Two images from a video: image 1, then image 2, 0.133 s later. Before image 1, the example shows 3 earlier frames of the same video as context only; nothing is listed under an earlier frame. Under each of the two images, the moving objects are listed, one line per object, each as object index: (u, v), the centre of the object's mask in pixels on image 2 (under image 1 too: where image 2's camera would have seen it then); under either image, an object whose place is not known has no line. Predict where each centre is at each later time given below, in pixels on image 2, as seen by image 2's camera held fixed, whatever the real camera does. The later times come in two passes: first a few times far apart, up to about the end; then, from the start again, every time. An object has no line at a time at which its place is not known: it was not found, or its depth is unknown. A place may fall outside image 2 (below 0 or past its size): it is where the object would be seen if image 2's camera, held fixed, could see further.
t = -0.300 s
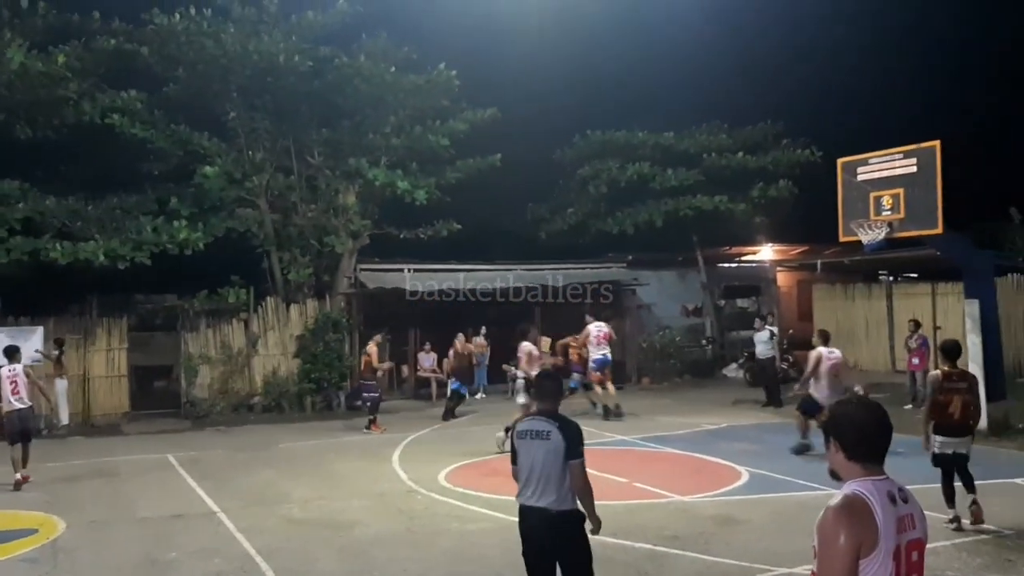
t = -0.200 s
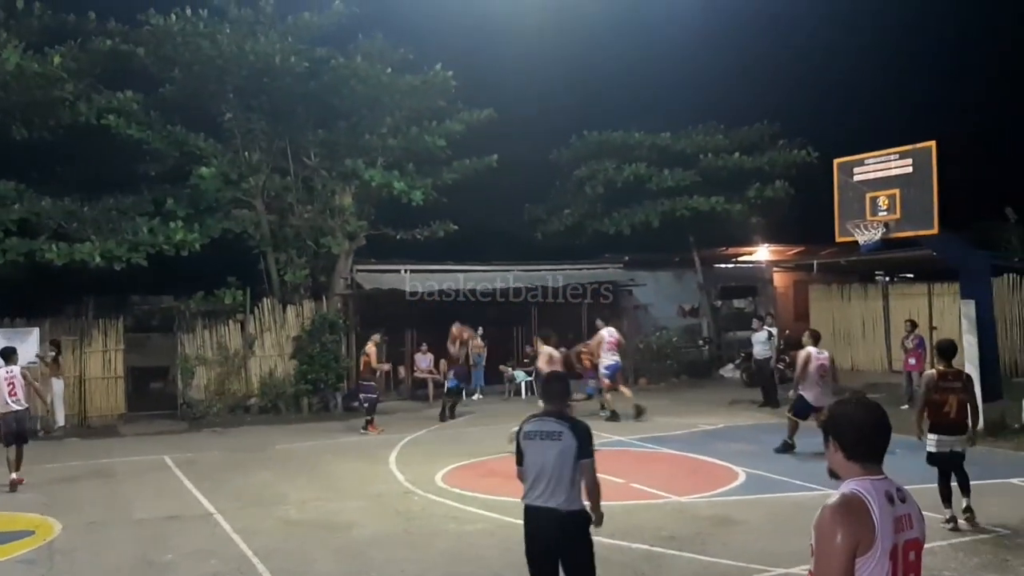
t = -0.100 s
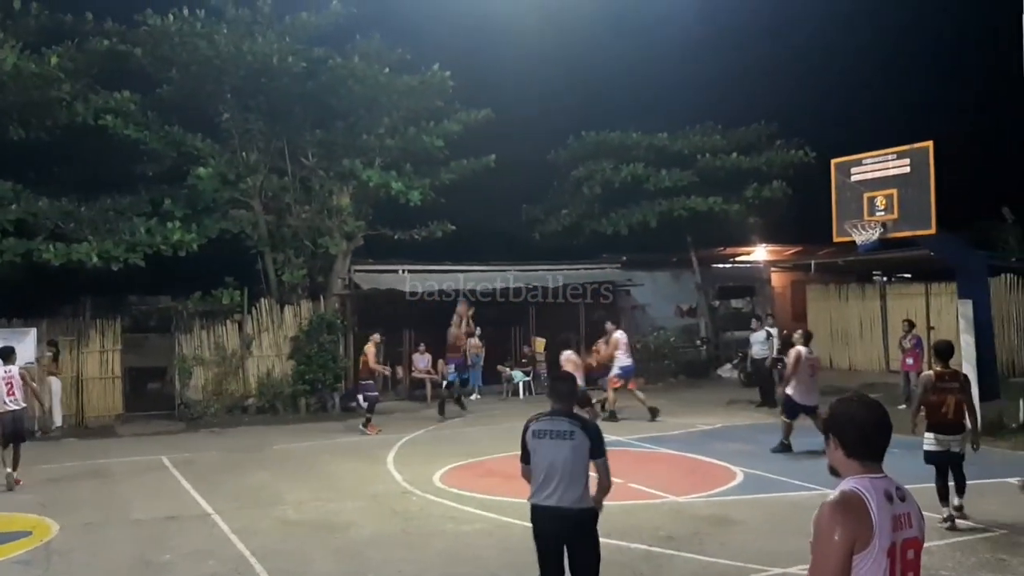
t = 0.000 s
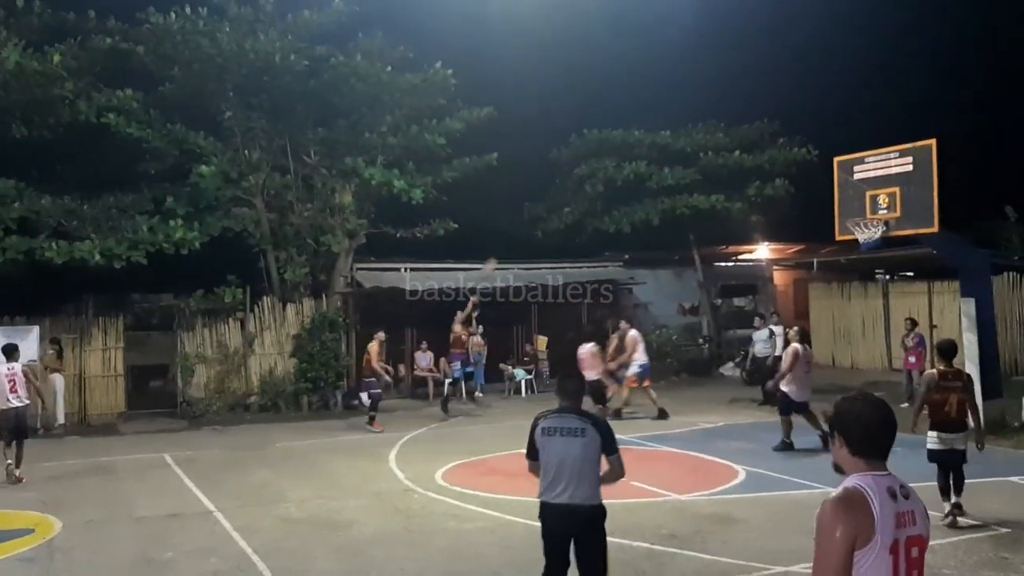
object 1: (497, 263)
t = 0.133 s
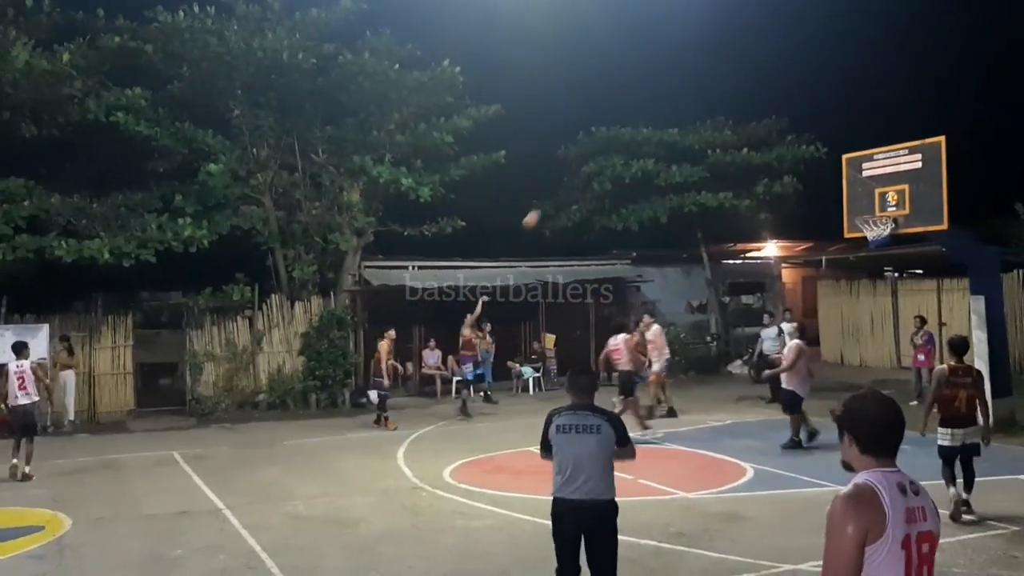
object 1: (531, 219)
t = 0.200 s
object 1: (550, 198)
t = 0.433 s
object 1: (620, 142)
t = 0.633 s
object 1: (684, 118)
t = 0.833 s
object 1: (753, 116)
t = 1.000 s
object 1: (814, 136)
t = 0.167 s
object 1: (541, 208)
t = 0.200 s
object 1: (550, 198)
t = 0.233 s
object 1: (560, 188)
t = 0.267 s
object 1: (570, 180)
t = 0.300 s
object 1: (581, 171)
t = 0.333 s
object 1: (591, 163)
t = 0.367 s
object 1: (600, 155)
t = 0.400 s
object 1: (611, 148)
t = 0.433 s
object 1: (620, 142)
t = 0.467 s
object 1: (631, 136)
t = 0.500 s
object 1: (641, 132)
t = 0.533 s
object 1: (651, 127)
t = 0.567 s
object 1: (662, 123)
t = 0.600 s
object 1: (673, 120)
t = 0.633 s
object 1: (684, 118)
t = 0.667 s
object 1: (696, 115)
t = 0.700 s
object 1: (708, 114)
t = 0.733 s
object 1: (719, 114)
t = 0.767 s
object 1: (730, 114)
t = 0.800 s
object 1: (742, 115)
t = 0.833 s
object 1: (753, 116)
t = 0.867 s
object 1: (765, 118)
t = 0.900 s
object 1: (777, 122)
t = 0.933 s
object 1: (790, 125)
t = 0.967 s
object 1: (803, 130)
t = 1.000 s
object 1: (814, 136)
